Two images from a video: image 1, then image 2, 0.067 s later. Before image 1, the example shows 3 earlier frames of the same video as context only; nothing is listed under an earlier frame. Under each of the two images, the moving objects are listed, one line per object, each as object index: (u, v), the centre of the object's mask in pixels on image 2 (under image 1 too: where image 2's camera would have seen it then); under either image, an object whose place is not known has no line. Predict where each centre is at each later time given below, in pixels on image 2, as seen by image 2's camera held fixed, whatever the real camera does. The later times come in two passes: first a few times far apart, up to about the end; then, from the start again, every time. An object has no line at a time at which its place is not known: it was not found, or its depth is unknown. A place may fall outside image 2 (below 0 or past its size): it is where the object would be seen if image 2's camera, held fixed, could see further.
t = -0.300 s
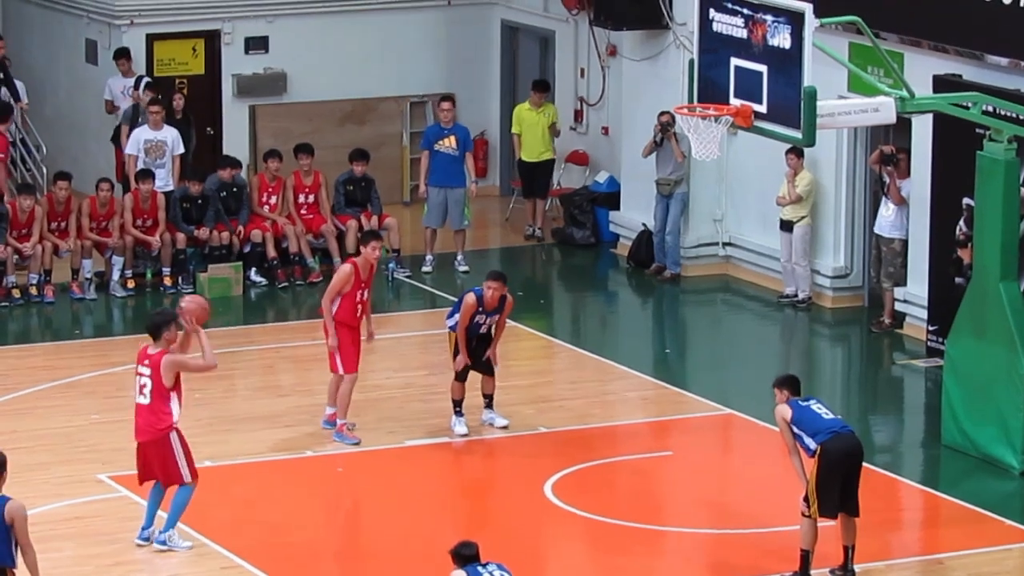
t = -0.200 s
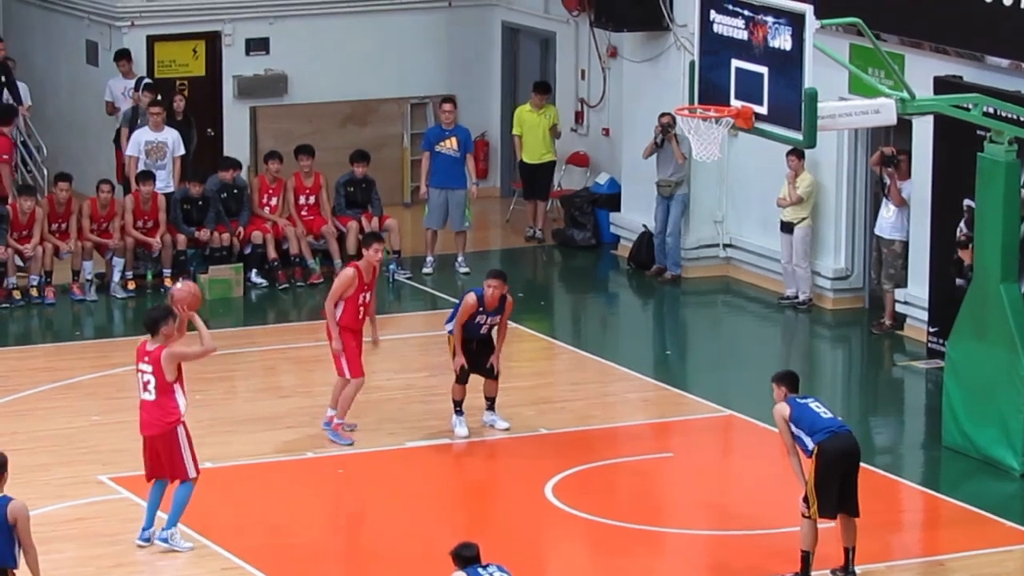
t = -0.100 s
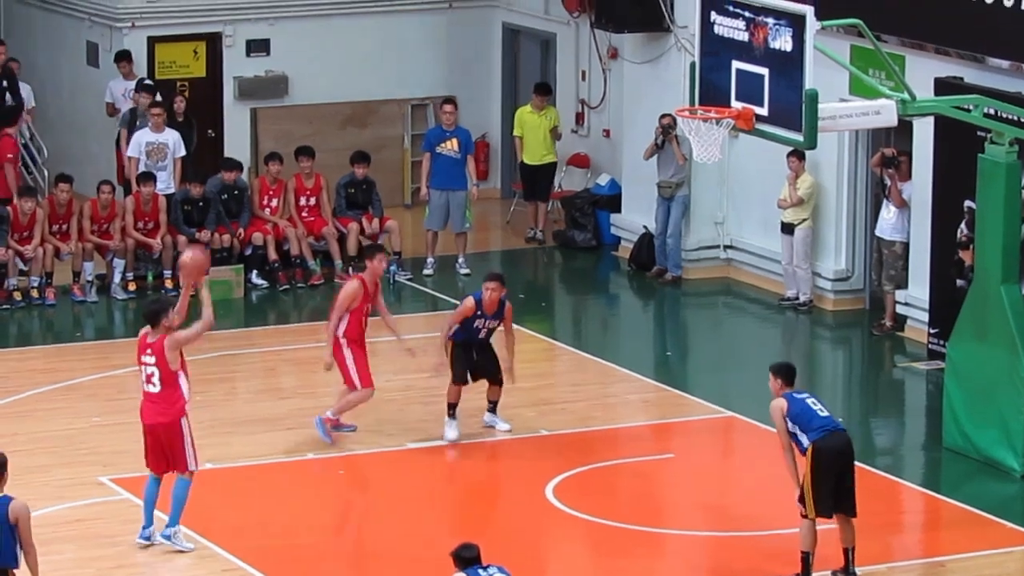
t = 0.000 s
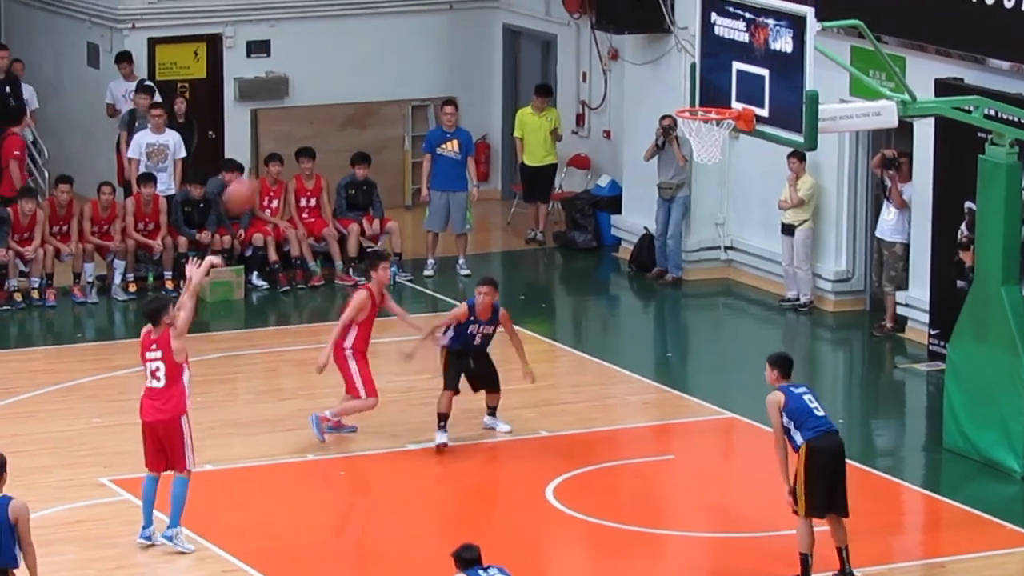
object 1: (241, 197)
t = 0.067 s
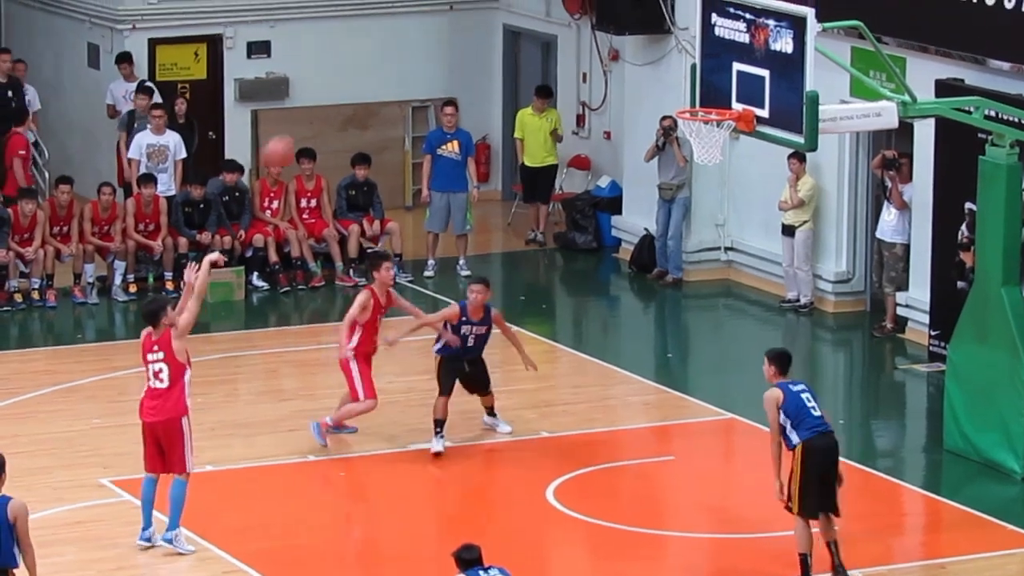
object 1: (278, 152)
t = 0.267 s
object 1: (387, 62)
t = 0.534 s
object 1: (528, 21)
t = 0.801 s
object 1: (663, 66)
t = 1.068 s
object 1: (682, 136)
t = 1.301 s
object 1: (669, 148)
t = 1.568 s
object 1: (649, 251)
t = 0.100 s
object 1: (297, 134)
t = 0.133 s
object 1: (315, 118)
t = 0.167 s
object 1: (334, 102)
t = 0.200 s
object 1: (352, 87)
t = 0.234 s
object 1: (370, 74)
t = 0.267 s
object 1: (387, 62)
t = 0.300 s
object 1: (406, 52)
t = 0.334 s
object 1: (423, 44)
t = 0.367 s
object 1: (441, 36)
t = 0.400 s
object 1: (459, 30)
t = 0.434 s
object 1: (477, 25)
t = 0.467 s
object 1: (494, 22)
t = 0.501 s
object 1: (511, 21)
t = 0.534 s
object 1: (528, 21)
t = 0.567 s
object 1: (546, 21)
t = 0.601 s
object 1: (563, 24)
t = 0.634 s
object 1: (581, 27)
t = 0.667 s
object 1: (597, 31)
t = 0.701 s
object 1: (614, 38)
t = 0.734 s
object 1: (630, 46)
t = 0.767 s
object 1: (647, 55)
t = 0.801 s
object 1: (663, 66)
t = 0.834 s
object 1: (680, 78)
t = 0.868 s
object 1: (699, 91)
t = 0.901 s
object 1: (713, 103)
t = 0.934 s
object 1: (719, 116)
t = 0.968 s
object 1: (707, 131)
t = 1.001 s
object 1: (698, 142)
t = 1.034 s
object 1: (689, 142)
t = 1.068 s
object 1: (682, 136)
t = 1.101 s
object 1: (679, 133)
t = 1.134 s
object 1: (678, 132)
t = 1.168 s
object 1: (678, 131)
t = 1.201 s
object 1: (668, 139)
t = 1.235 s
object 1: (670, 138)
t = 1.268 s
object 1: (670, 142)
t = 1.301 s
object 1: (669, 148)
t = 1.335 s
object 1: (666, 154)
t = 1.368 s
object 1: (664, 165)
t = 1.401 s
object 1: (662, 176)
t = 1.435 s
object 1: (660, 187)
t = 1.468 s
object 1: (658, 201)
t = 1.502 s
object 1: (655, 215)
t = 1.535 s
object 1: (652, 233)
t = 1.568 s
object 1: (649, 251)
